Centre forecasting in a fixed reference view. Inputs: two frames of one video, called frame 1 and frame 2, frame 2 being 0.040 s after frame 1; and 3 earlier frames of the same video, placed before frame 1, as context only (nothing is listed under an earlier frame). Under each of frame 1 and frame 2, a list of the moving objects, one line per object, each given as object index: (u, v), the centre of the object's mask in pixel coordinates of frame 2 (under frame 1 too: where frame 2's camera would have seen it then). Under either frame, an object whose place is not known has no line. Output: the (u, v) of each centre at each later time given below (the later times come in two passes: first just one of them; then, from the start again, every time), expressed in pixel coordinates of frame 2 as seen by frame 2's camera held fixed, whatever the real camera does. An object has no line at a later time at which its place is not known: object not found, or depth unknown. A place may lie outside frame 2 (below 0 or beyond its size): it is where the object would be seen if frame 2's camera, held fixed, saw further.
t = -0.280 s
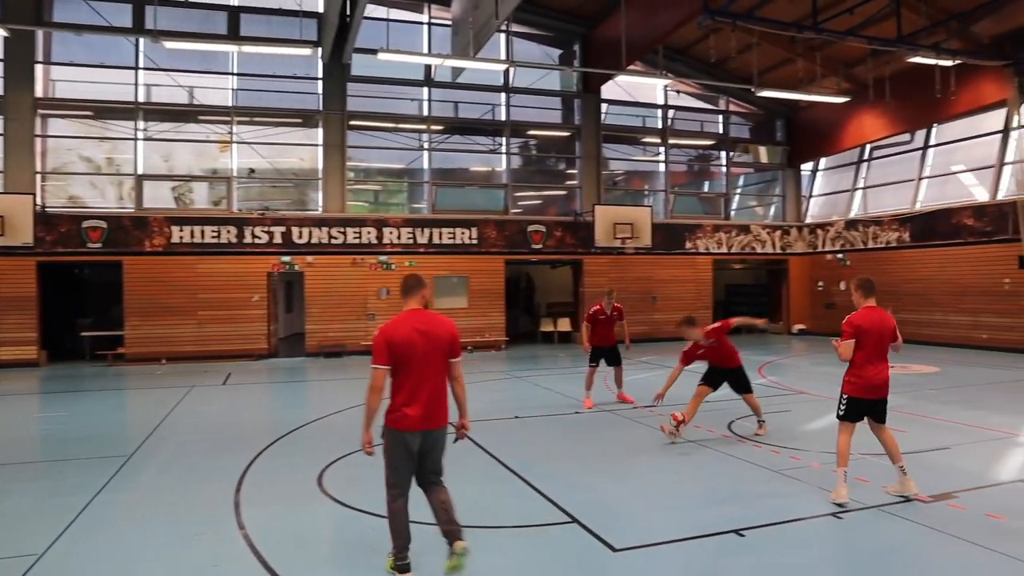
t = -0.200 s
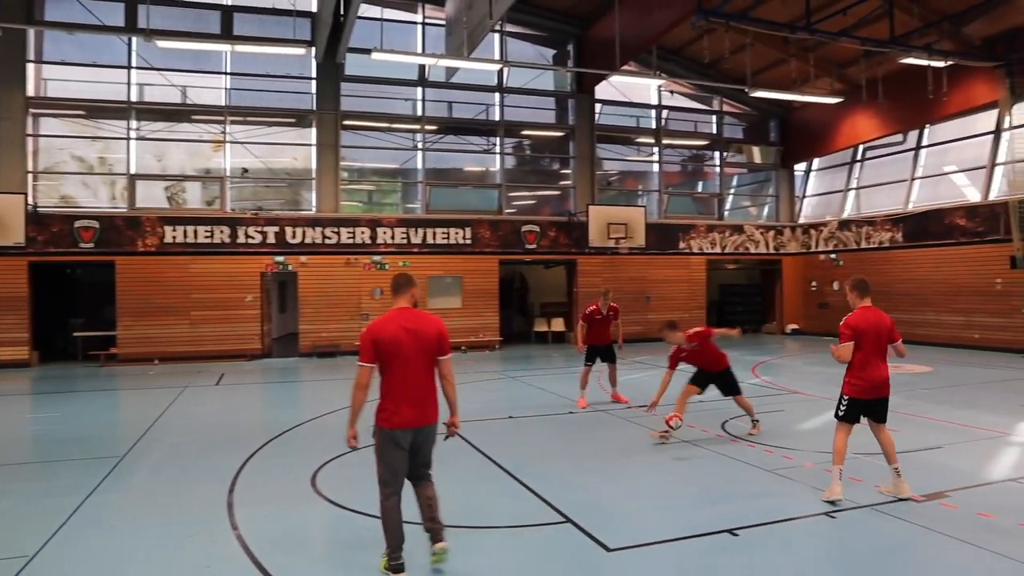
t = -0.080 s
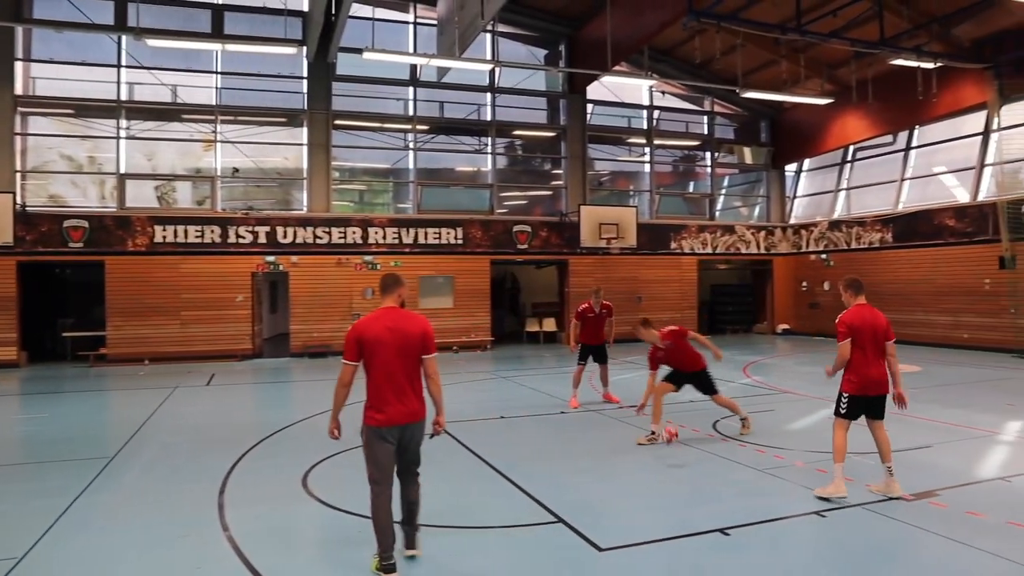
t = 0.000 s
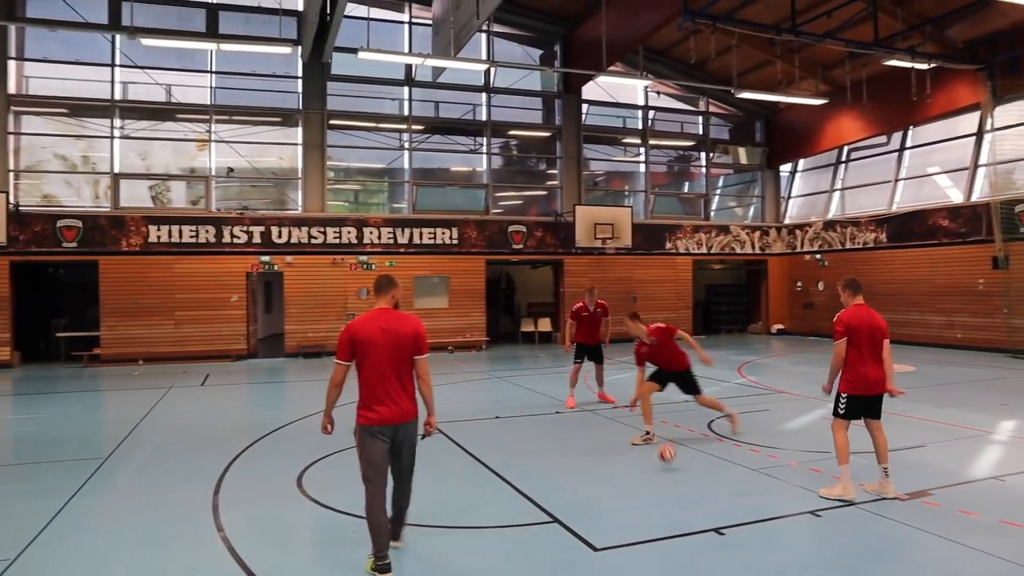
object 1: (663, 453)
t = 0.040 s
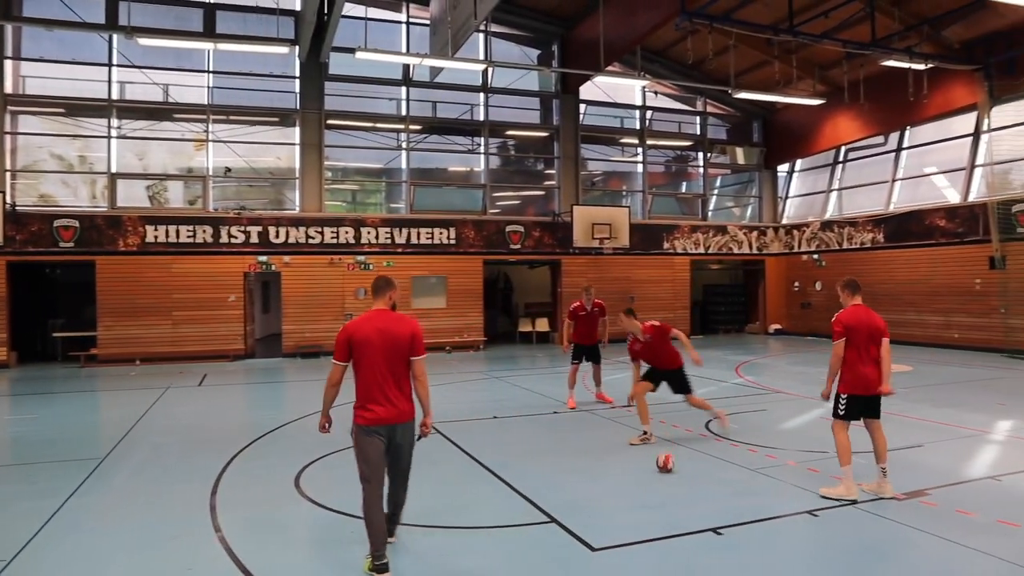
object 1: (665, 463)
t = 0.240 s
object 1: (672, 455)
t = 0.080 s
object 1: (666, 458)
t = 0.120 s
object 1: (668, 454)
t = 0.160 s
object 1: (670, 453)
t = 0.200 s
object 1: (671, 453)
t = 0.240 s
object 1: (672, 455)
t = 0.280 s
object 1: (675, 458)
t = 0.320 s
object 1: (676, 463)
